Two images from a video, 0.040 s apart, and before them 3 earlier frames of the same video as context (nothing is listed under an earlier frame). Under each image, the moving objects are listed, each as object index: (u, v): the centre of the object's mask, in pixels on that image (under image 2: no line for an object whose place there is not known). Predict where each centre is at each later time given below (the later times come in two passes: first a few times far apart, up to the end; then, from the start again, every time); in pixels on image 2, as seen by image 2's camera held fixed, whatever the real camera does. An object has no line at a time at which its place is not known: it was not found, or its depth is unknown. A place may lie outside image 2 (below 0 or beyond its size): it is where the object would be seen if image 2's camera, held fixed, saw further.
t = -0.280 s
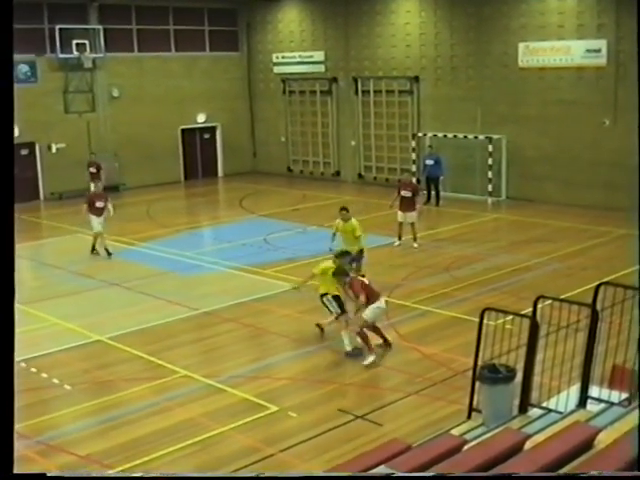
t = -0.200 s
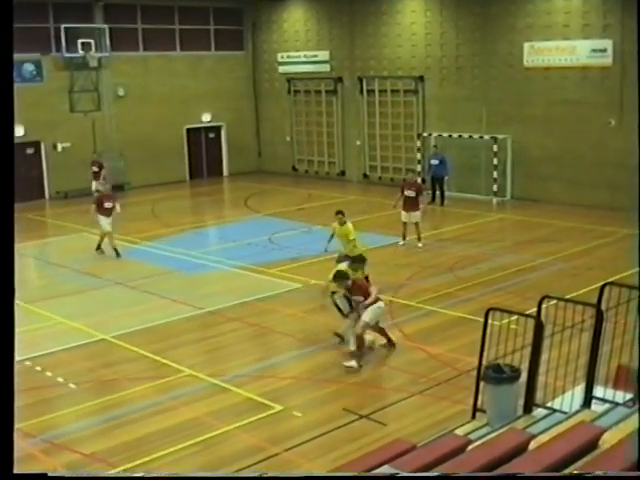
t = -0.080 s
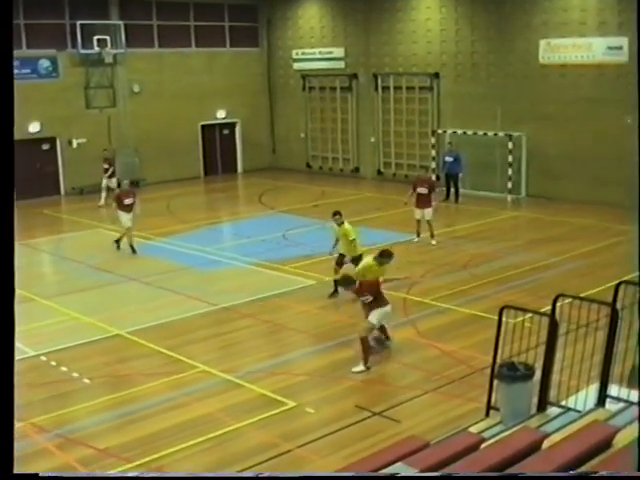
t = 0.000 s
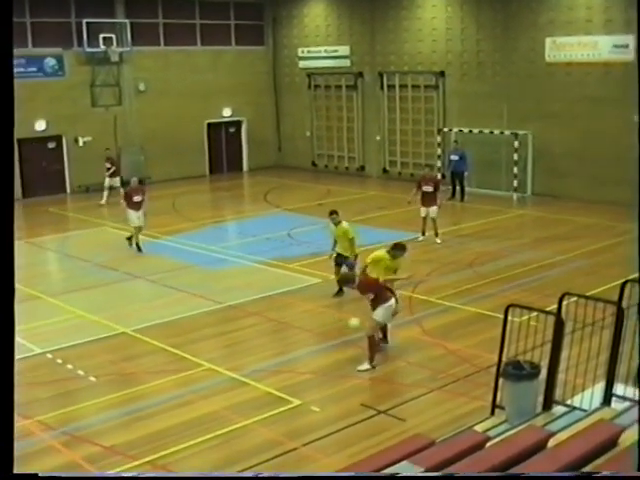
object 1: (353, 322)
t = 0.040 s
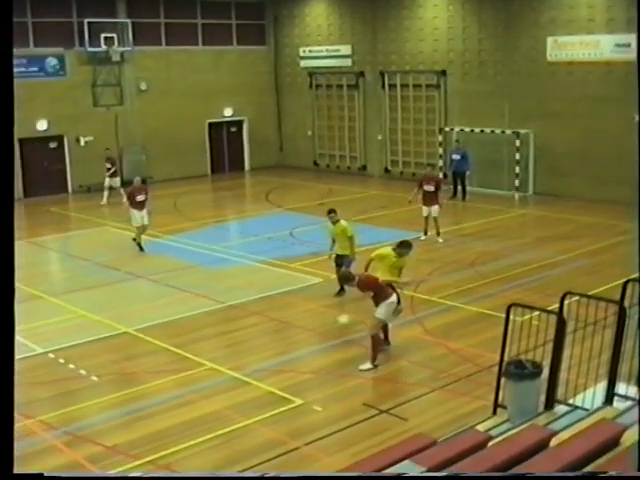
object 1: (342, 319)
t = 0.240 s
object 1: (276, 324)
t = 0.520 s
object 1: (194, 349)
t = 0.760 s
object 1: (148, 358)
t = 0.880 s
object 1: (127, 360)
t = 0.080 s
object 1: (329, 318)
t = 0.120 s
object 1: (316, 318)
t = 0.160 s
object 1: (303, 319)
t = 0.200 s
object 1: (290, 320)
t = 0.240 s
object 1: (276, 324)
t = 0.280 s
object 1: (263, 327)
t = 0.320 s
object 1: (250, 332)
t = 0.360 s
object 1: (237, 337)
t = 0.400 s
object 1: (224, 346)
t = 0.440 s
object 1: (212, 354)
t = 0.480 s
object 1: (202, 351)
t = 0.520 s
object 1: (194, 349)
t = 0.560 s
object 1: (186, 349)
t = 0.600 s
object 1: (176, 351)
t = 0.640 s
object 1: (164, 353)
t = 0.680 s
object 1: (161, 355)
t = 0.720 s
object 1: (155, 358)
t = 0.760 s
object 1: (148, 358)
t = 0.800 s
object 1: (140, 358)
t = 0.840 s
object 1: (133, 359)
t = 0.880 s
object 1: (127, 360)
